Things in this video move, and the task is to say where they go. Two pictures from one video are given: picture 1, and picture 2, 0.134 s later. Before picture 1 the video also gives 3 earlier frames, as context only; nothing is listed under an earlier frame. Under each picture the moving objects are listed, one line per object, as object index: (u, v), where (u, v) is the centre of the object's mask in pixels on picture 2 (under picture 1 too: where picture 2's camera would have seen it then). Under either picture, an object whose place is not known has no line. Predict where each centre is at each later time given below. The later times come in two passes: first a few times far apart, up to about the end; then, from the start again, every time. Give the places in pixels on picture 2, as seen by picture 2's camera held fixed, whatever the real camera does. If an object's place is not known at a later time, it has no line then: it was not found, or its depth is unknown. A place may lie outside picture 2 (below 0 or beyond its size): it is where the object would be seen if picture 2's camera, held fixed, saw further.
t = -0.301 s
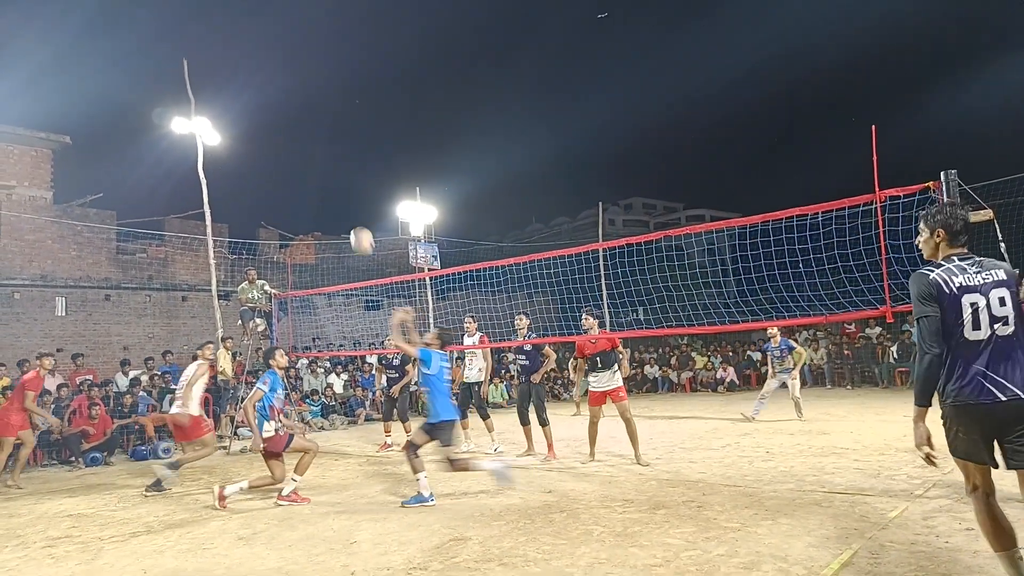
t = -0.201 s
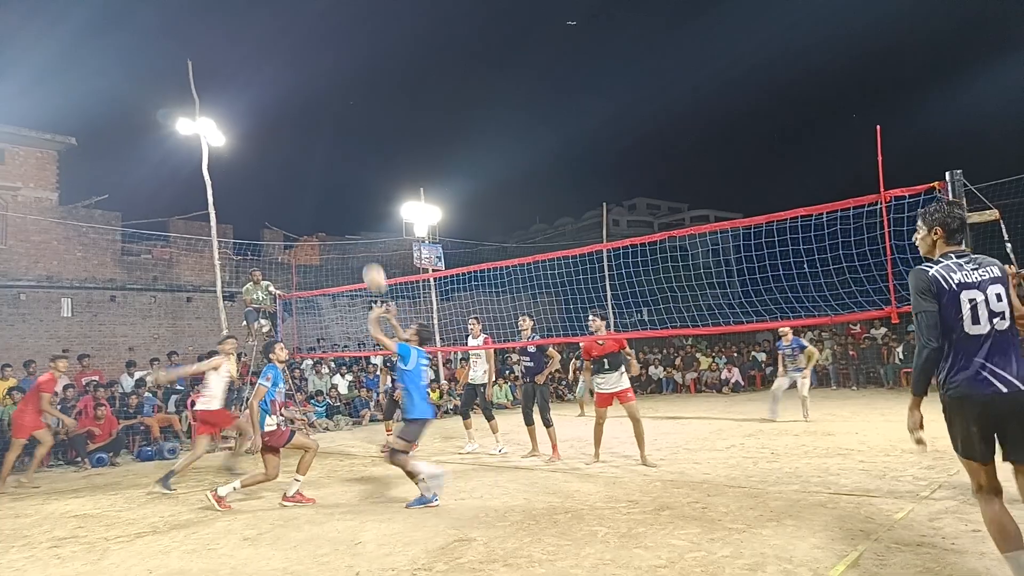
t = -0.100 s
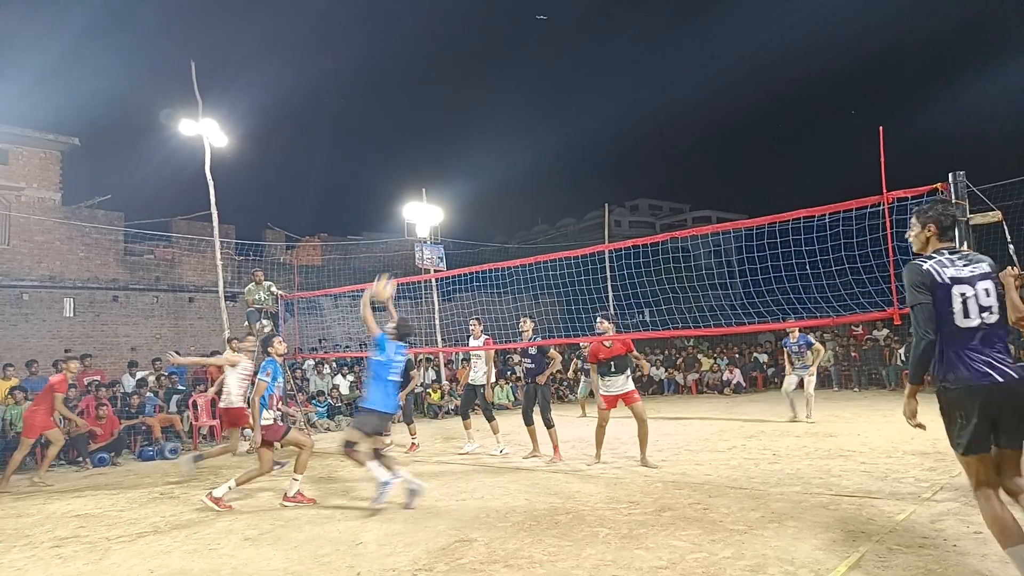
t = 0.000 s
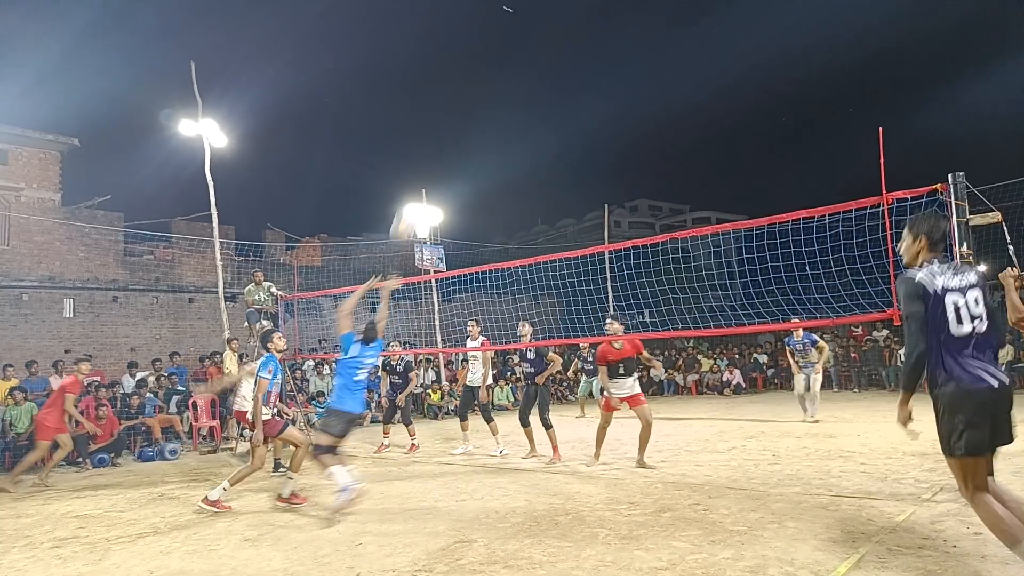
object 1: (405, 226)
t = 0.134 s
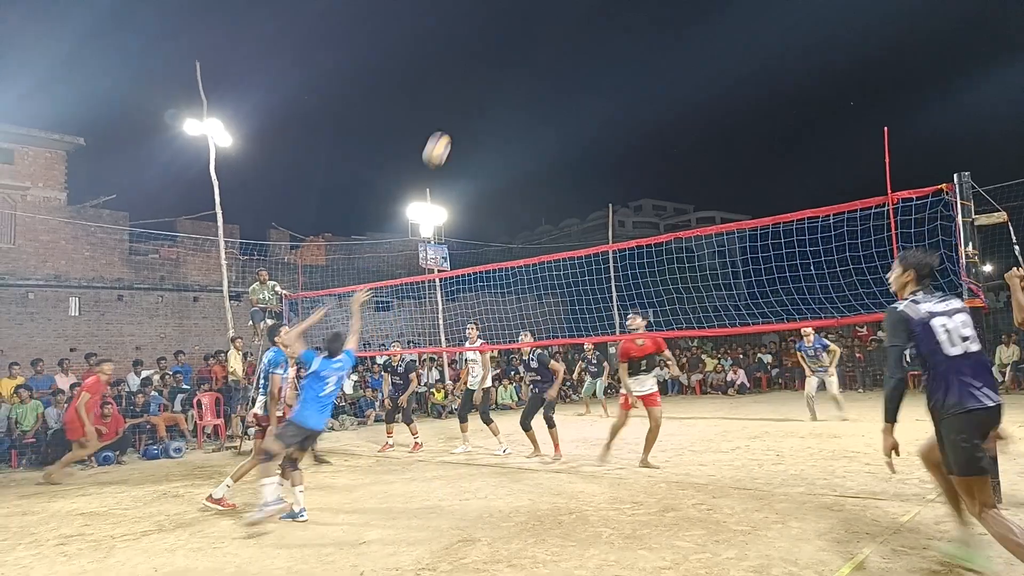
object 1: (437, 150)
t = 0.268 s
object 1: (467, 92)
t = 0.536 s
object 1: (533, 33)
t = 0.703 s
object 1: (579, 36)
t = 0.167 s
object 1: (444, 134)
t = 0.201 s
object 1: (452, 119)
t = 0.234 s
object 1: (459, 105)
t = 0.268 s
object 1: (467, 92)
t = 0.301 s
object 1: (475, 81)
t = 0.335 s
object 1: (483, 71)
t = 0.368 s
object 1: (491, 62)
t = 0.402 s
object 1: (499, 54)
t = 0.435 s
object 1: (507, 47)
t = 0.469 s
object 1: (516, 41)
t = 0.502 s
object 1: (525, 36)
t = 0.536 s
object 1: (533, 33)
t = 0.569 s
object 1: (542, 31)
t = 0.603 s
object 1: (551, 30)
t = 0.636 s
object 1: (560, 31)
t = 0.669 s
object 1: (570, 33)
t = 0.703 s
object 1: (579, 36)
